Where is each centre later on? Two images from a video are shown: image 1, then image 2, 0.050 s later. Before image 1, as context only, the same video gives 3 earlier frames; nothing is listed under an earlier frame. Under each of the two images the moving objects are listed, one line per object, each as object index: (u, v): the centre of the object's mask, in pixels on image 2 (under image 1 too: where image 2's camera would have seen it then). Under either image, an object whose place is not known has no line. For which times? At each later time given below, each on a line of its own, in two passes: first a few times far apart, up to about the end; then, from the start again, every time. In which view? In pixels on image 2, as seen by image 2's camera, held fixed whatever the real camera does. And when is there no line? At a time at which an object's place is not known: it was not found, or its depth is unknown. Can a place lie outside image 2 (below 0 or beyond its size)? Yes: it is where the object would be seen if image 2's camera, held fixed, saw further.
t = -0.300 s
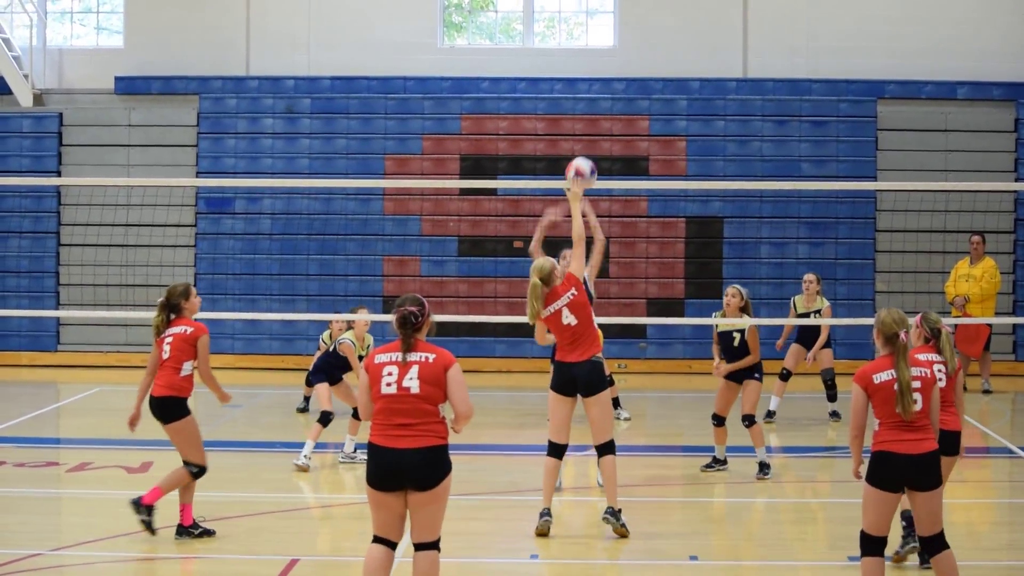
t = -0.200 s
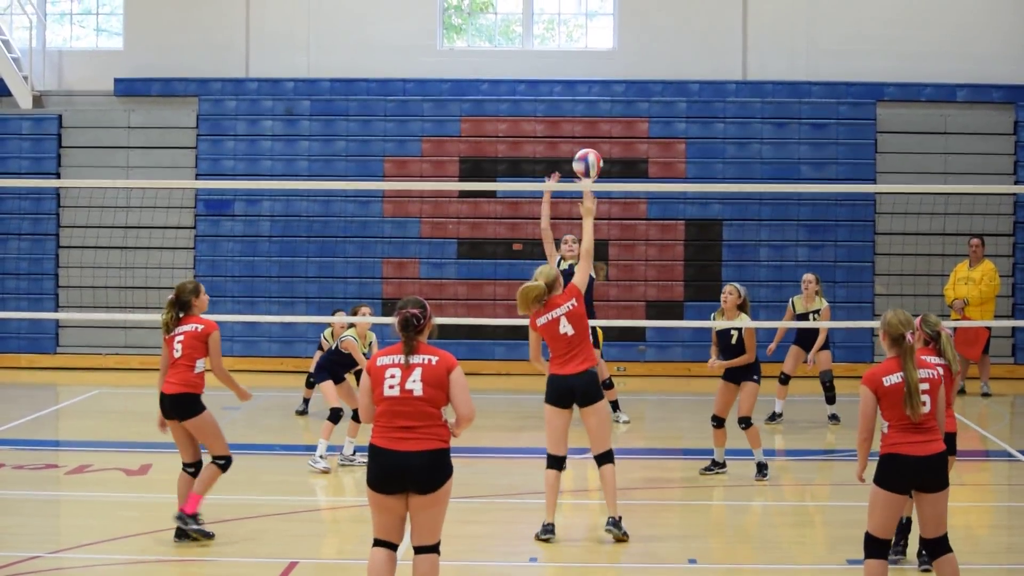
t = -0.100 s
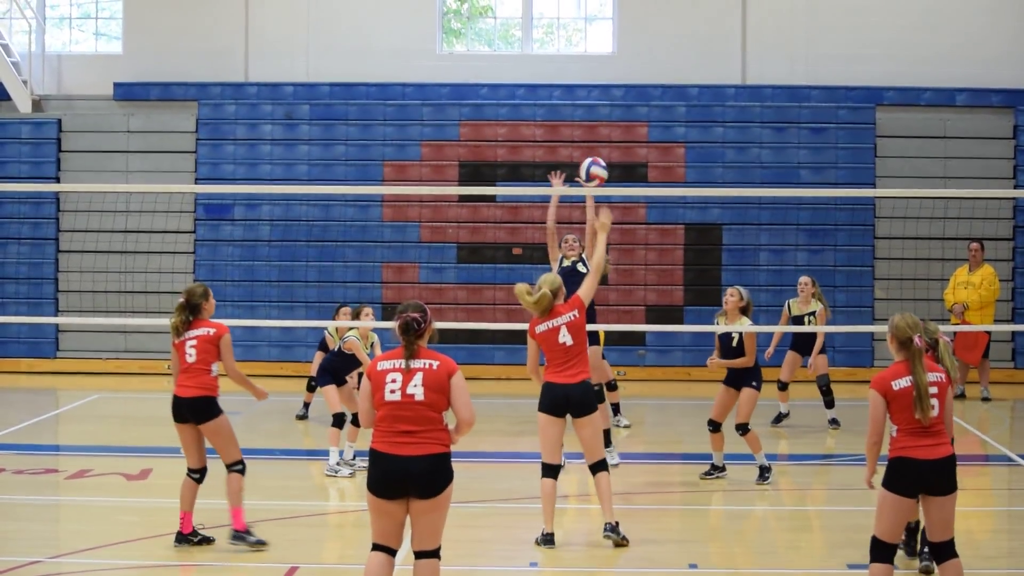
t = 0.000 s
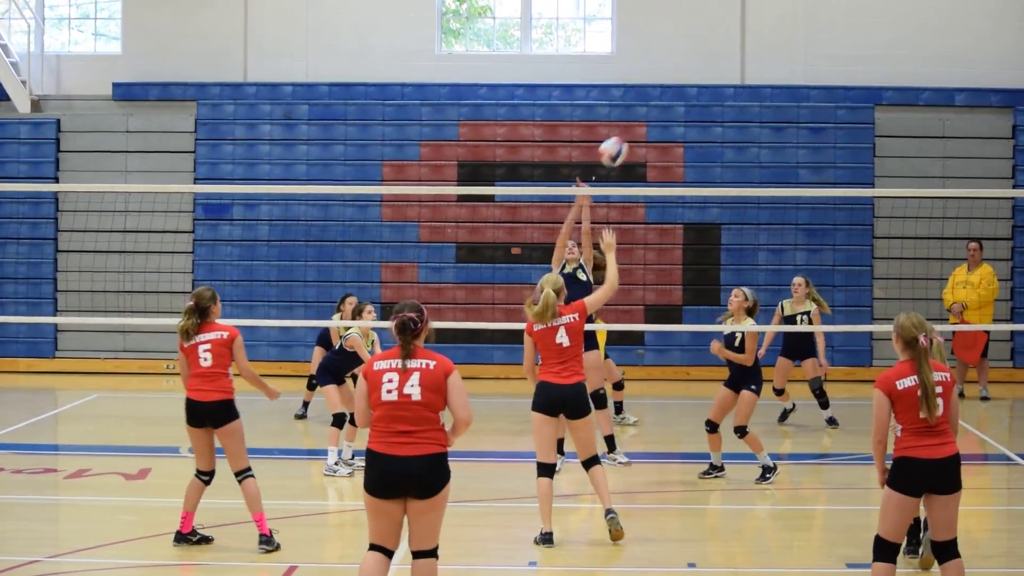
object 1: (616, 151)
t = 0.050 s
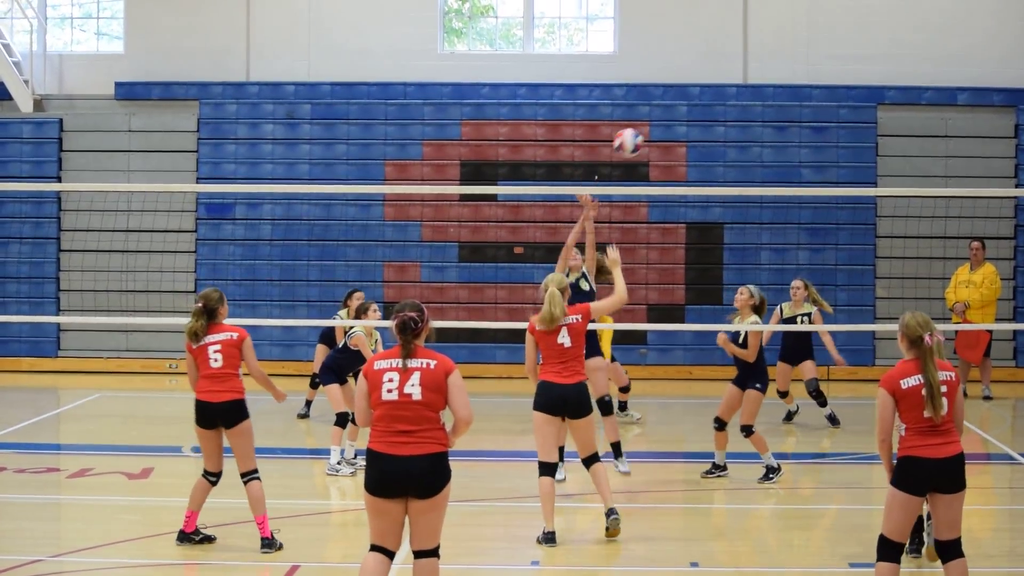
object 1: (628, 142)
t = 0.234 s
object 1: (671, 138)
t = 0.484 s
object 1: (728, 206)
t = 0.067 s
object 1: (632, 140)
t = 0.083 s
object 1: (636, 138)
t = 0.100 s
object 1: (640, 137)
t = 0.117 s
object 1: (644, 136)
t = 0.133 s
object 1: (648, 135)
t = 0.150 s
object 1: (652, 135)
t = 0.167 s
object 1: (656, 134)
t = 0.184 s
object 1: (660, 135)
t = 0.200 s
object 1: (664, 136)
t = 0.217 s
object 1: (667, 137)
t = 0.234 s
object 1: (671, 138)
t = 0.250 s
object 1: (675, 140)
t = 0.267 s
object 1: (679, 142)
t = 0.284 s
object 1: (683, 145)
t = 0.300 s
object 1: (687, 148)
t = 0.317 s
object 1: (691, 151)
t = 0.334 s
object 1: (695, 154)
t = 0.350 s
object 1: (699, 159)
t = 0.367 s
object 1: (702, 163)
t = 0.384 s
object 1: (706, 168)
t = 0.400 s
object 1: (710, 172)
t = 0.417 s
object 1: (713, 176)
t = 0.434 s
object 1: (716, 179)
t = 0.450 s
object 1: (721, 188)
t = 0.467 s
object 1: (724, 198)
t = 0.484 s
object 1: (728, 206)
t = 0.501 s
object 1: (732, 211)
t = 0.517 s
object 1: (735, 218)
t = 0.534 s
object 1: (739, 226)
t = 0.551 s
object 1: (743, 235)
